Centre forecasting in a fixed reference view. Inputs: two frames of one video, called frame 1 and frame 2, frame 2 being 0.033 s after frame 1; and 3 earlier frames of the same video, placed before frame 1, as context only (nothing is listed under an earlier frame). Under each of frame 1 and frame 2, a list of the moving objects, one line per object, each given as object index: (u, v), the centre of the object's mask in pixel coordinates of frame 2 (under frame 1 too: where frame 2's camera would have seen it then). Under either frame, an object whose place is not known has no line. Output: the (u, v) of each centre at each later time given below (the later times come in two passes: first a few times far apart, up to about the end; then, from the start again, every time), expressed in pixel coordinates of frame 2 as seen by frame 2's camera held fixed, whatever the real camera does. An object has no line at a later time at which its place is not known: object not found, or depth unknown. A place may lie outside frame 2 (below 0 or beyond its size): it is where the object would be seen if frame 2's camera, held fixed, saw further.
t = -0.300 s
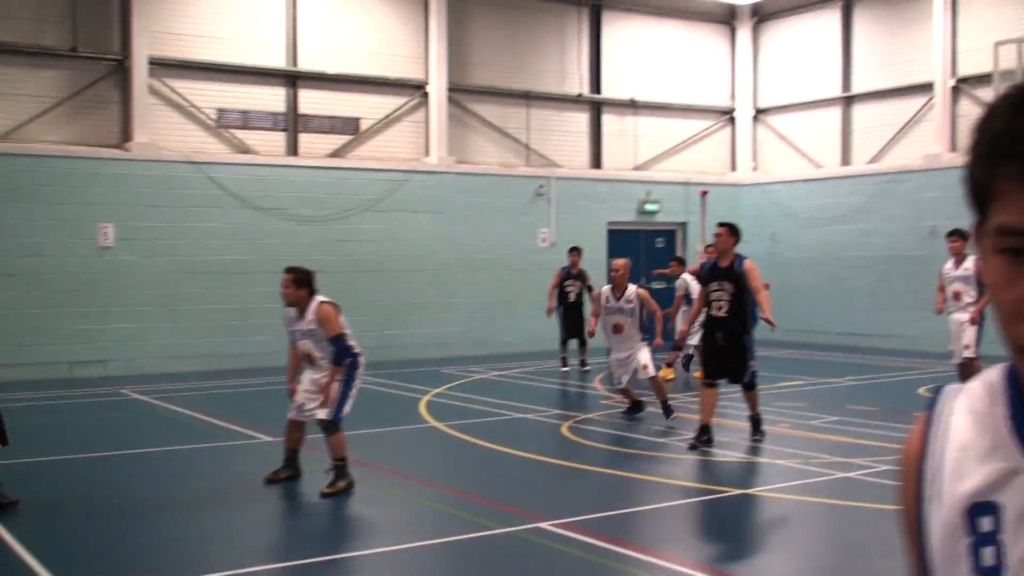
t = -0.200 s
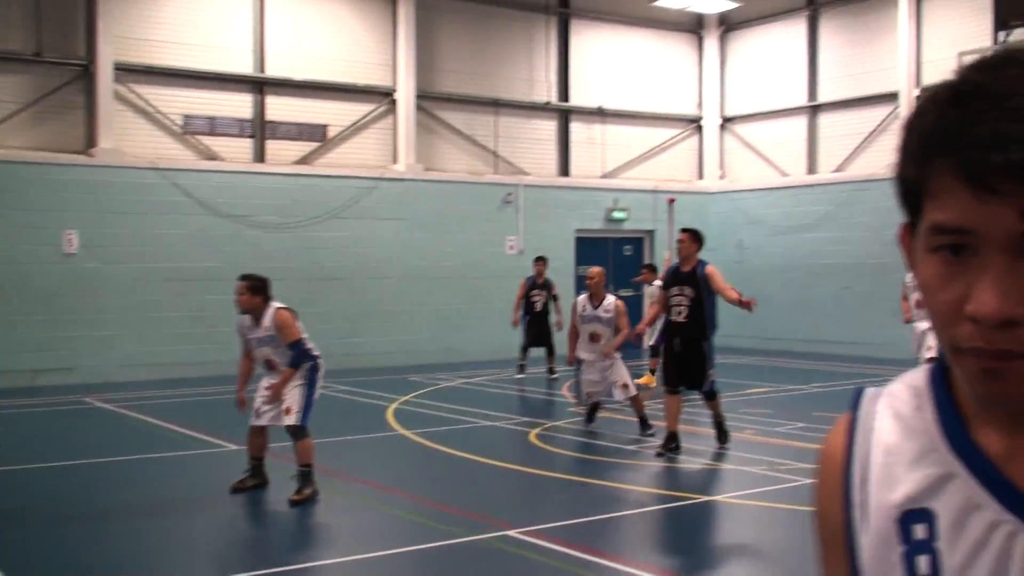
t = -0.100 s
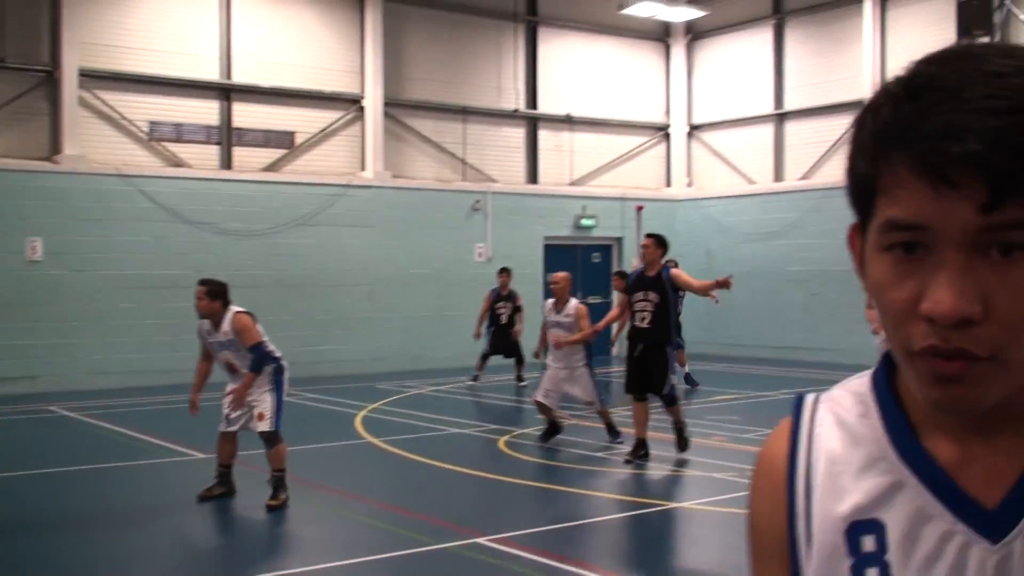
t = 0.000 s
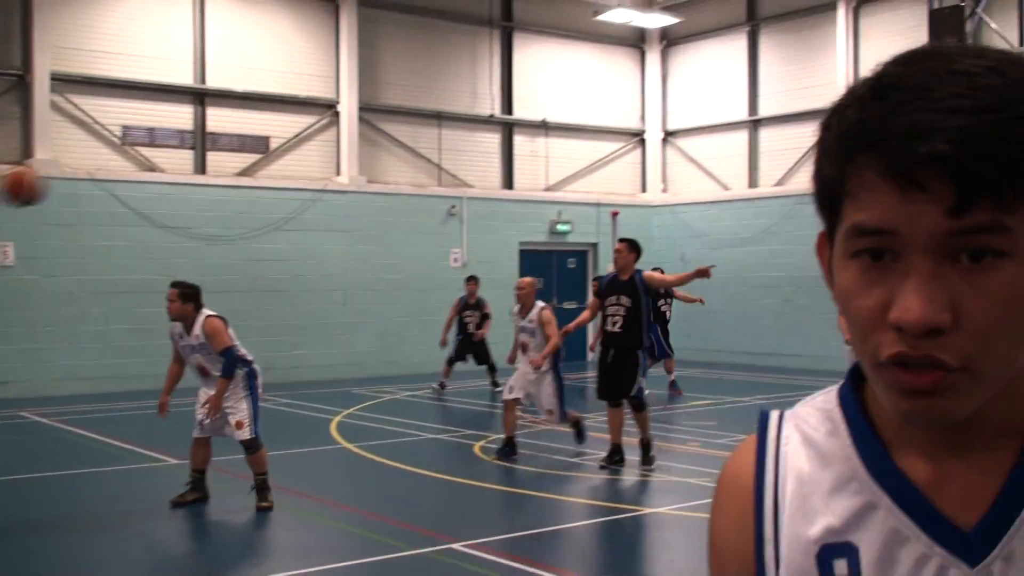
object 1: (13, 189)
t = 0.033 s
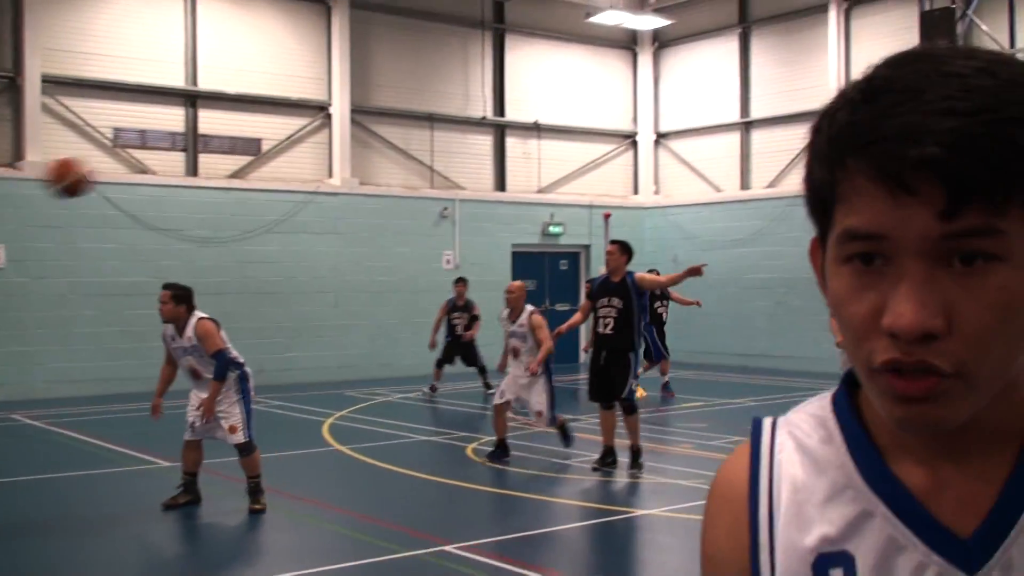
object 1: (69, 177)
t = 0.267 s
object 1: (438, 152)
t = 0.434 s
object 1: (688, 195)
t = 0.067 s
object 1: (124, 167)
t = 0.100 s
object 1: (181, 160)
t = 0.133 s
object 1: (232, 155)
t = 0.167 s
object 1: (284, 150)
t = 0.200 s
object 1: (335, 149)
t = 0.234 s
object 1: (388, 149)
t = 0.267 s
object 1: (438, 152)
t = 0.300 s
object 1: (491, 157)
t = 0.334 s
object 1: (540, 163)
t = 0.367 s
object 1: (590, 171)
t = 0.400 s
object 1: (639, 181)
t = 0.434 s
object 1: (688, 195)
